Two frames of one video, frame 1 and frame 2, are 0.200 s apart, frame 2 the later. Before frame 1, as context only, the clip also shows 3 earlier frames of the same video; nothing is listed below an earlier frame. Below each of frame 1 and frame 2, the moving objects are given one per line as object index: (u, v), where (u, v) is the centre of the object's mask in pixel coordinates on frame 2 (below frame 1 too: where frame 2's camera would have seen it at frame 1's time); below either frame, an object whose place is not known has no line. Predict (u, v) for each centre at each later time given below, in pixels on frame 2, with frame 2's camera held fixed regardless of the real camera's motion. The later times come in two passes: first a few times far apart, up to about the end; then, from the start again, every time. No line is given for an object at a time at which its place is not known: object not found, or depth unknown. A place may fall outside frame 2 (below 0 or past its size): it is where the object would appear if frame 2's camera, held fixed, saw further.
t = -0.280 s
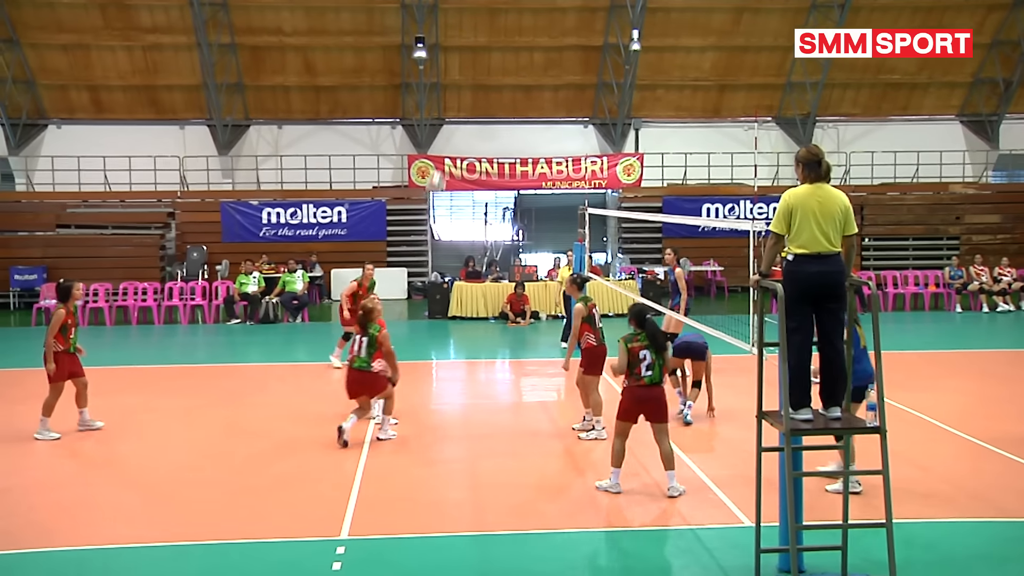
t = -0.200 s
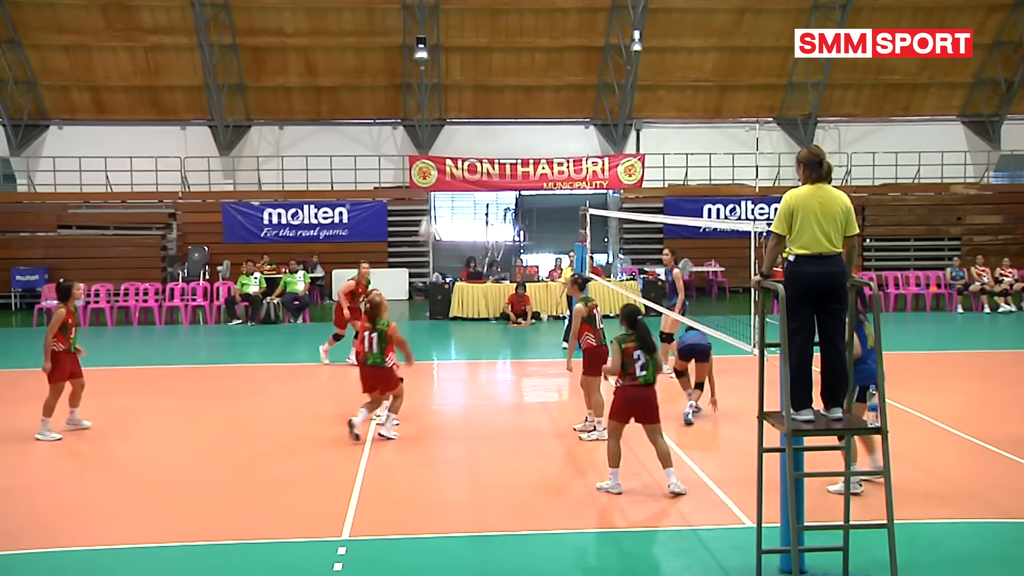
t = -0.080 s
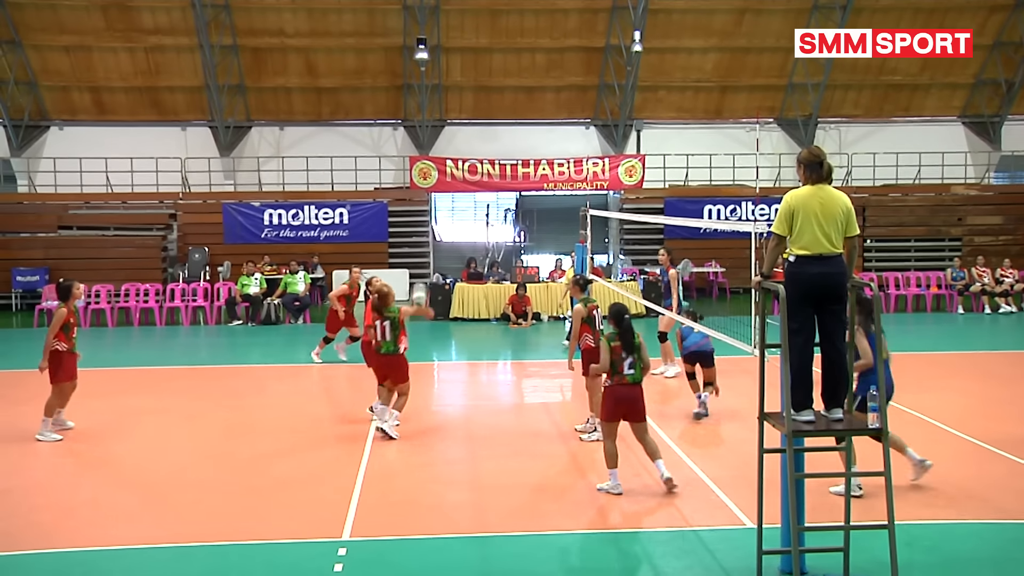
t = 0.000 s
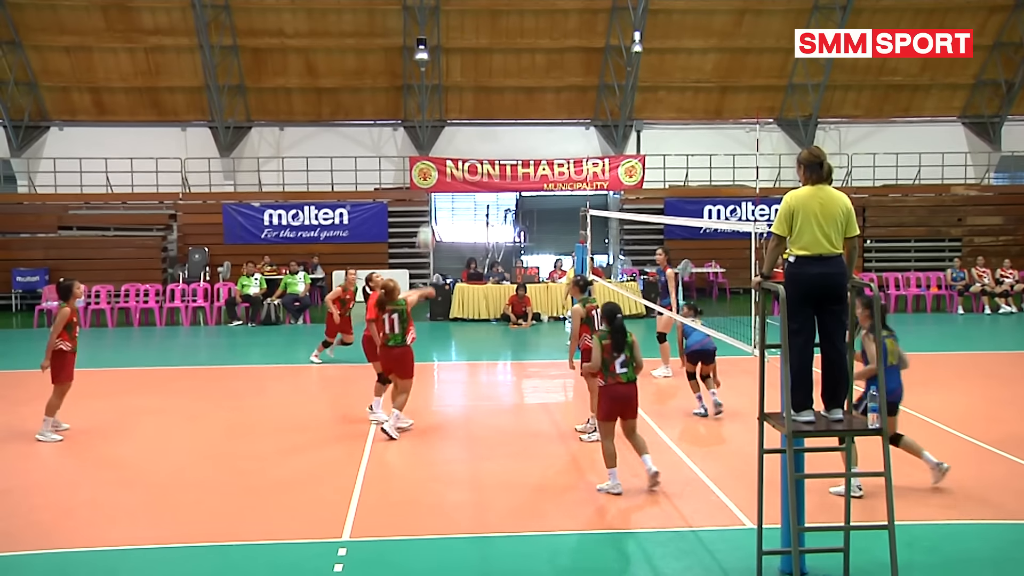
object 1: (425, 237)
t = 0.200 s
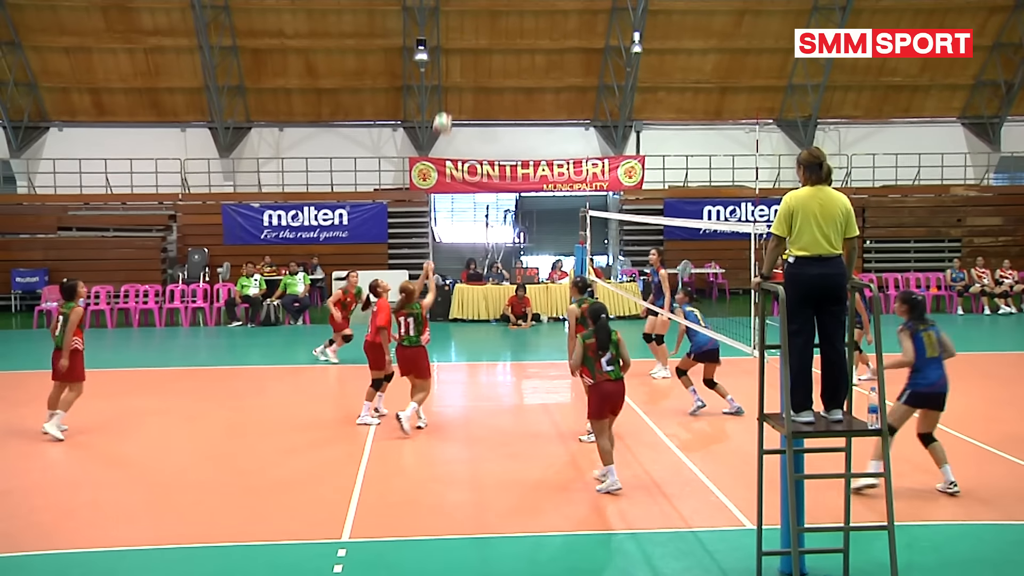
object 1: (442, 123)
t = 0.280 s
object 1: (449, 91)
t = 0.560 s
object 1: (472, 30)
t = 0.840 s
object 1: (490, 36)
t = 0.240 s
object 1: (446, 106)
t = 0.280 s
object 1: (449, 91)
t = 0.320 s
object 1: (452, 78)
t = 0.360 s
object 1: (456, 66)
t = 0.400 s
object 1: (459, 56)
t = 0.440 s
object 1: (462, 47)
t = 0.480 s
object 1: (465, 39)
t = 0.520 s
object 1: (469, 34)
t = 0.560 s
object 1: (472, 30)
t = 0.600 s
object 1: (474, 26)
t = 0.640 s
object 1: (477, 24)
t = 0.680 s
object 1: (480, 25)
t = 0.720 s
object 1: (482, 26)
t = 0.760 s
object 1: (485, 28)
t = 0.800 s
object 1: (487, 32)
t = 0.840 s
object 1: (490, 36)
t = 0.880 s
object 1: (492, 42)
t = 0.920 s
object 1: (494, 49)
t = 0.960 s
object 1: (497, 57)
